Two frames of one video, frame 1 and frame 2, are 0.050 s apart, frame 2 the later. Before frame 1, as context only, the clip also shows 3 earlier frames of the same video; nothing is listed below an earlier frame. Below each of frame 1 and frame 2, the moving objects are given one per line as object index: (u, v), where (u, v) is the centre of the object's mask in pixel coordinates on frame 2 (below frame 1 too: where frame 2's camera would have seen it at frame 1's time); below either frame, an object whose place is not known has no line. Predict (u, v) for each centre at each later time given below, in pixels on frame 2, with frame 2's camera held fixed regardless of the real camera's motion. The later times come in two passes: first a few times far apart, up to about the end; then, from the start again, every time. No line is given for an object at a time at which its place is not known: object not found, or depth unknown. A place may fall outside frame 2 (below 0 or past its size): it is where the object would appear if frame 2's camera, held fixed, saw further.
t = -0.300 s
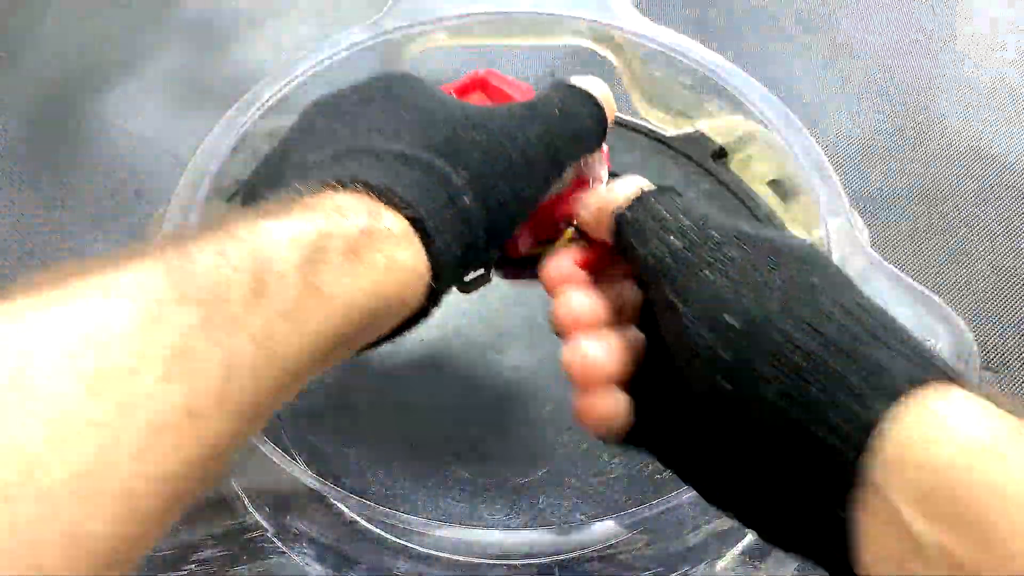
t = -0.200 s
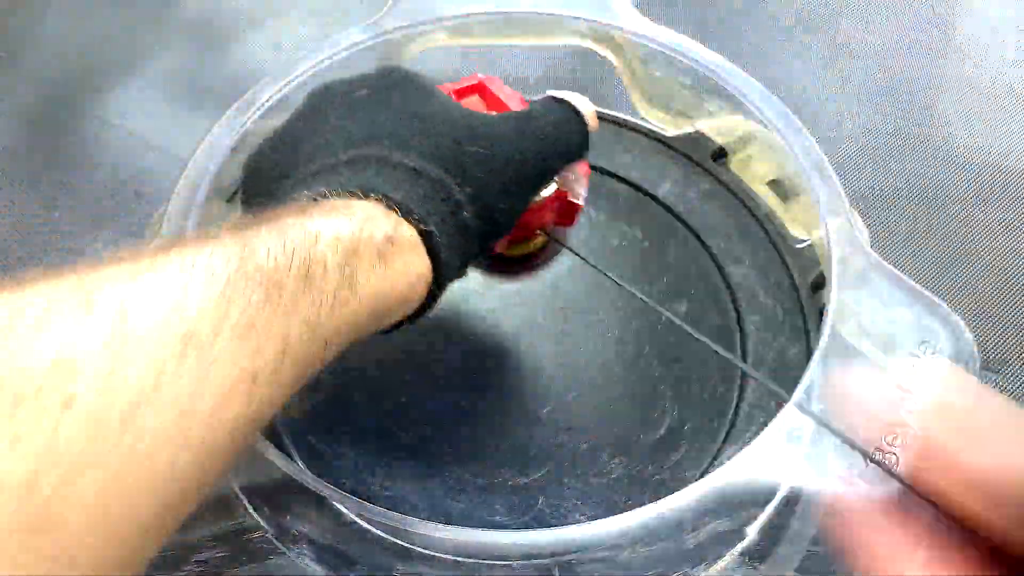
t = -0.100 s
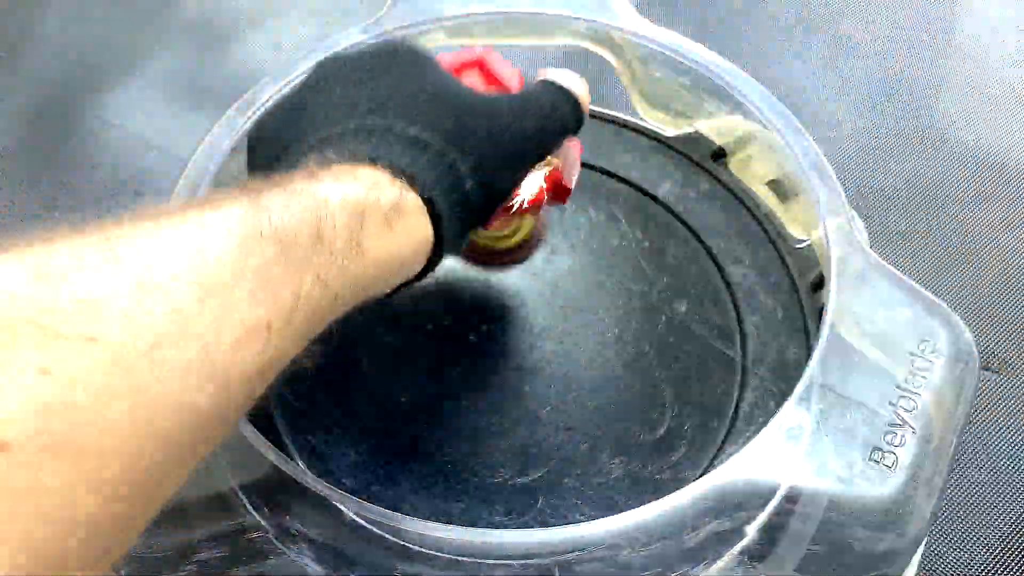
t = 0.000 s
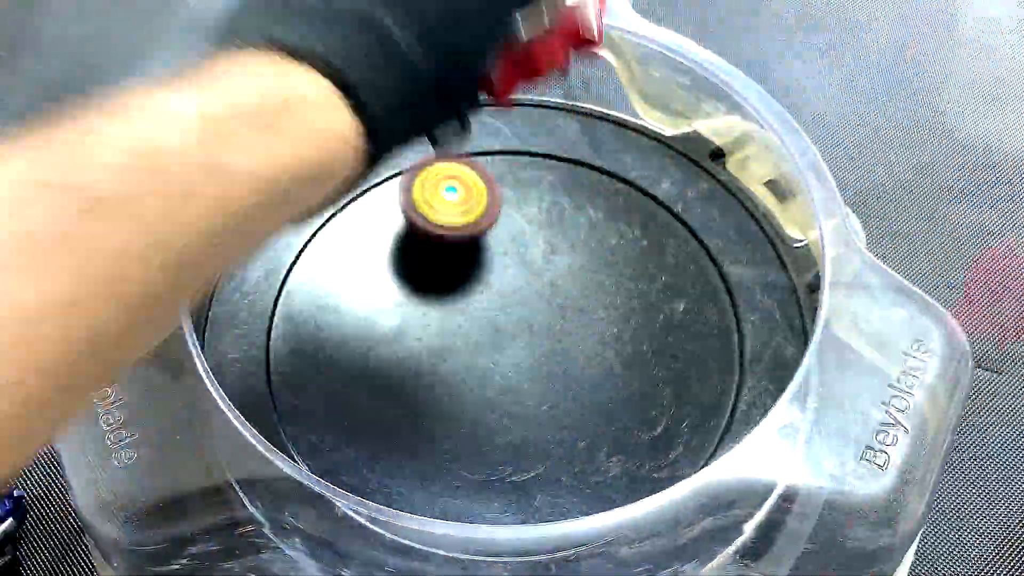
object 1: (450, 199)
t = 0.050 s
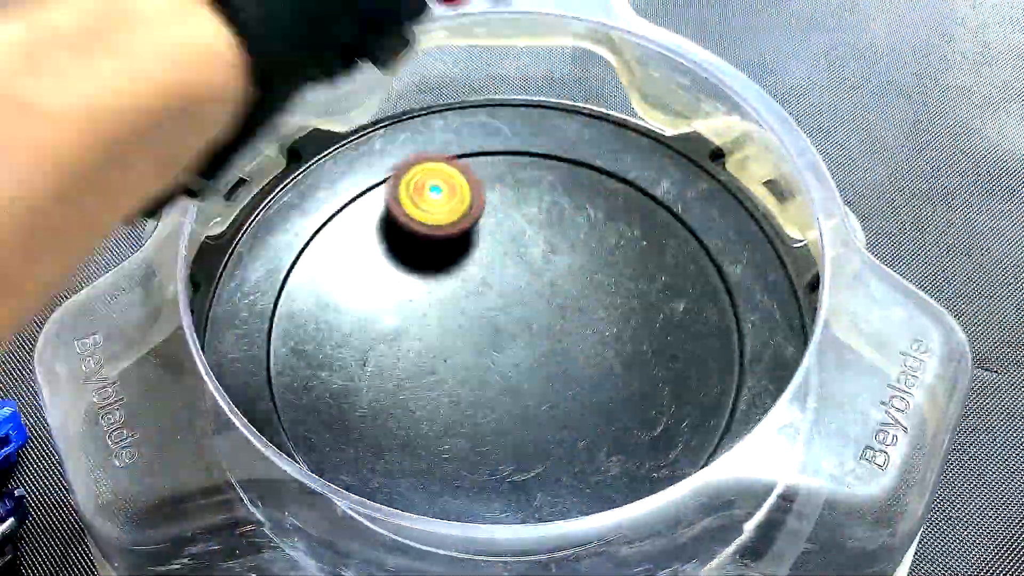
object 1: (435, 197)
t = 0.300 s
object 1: (449, 255)
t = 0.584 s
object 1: (567, 359)
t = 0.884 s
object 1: (681, 218)
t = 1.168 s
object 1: (500, 210)
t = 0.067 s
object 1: (431, 194)
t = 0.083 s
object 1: (429, 191)
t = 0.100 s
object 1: (427, 190)
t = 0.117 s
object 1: (425, 192)
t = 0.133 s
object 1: (424, 196)
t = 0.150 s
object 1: (423, 198)
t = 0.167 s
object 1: (423, 202)
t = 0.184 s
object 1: (425, 206)
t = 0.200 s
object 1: (427, 212)
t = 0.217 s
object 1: (429, 218)
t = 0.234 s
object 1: (432, 225)
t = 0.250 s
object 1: (435, 232)
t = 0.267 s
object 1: (440, 239)
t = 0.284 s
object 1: (444, 247)
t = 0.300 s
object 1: (449, 255)
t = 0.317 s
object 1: (453, 263)
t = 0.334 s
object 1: (459, 271)
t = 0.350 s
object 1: (464, 279)
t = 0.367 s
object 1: (469, 288)
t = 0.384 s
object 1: (476, 296)
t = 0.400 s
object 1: (482, 302)
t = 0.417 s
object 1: (489, 311)
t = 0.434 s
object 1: (495, 318)
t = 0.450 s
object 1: (502, 325)
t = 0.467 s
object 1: (508, 332)
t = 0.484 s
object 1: (515, 339)
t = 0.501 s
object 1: (523, 344)
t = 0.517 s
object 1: (531, 349)
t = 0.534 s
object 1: (539, 353)
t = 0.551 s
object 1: (548, 356)
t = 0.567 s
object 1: (557, 357)
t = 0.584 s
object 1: (567, 359)
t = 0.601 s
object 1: (576, 358)
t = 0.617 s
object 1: (586, 357)
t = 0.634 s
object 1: (597, 355)
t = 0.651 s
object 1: (607, 352)
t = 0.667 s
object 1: (618, 348)
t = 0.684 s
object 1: (627, 342)
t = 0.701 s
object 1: (637, 336)
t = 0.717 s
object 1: (646, 329)
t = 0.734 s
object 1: (653, 320)
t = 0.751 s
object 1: (661, 310)
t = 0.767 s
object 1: (667, 300)
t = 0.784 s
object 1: (672, 289)
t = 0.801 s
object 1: (676, 278)
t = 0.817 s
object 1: (679, 267)
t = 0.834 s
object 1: (682, 255)
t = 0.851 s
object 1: (681, 243)
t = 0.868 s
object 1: (682, 230)
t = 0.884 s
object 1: (681, 218)
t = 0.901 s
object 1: (678, 208)
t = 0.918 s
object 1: (674, 196)
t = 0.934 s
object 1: (667, 188)
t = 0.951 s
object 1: (655, 185)
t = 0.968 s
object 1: (643, 183)
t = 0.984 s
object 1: (631, 181)
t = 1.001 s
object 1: (619, 178)
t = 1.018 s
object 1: (606, 177)
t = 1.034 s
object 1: (594, 177)
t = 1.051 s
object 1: (581, 179)
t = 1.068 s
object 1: (569, 182)
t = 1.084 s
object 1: (556, 184)
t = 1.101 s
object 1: (544, 189)
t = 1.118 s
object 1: (532, 194)
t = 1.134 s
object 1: (521, 199)
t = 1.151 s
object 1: (510, 204)
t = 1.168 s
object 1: (500, 210)
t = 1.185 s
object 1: (490, 218)
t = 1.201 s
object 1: (481, 226)
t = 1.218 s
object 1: (473, 235)
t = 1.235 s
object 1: (466, 243)
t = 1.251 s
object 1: (459, 252)
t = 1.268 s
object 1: (453, 261)
